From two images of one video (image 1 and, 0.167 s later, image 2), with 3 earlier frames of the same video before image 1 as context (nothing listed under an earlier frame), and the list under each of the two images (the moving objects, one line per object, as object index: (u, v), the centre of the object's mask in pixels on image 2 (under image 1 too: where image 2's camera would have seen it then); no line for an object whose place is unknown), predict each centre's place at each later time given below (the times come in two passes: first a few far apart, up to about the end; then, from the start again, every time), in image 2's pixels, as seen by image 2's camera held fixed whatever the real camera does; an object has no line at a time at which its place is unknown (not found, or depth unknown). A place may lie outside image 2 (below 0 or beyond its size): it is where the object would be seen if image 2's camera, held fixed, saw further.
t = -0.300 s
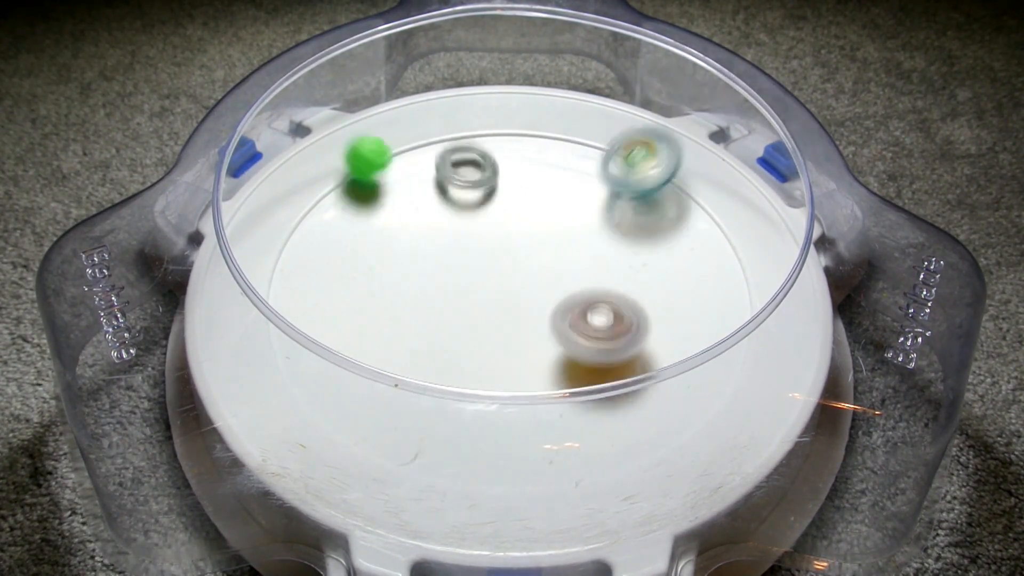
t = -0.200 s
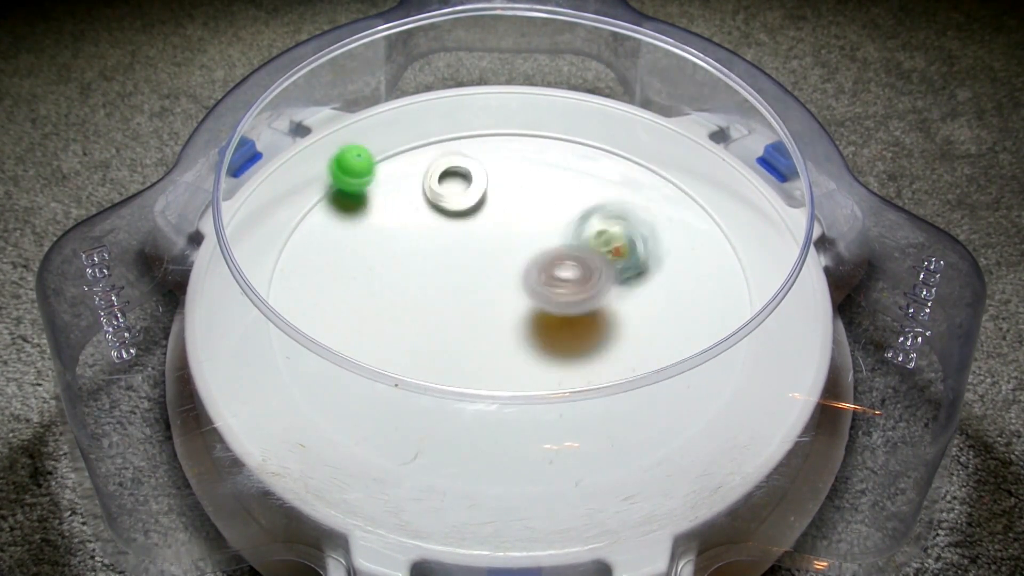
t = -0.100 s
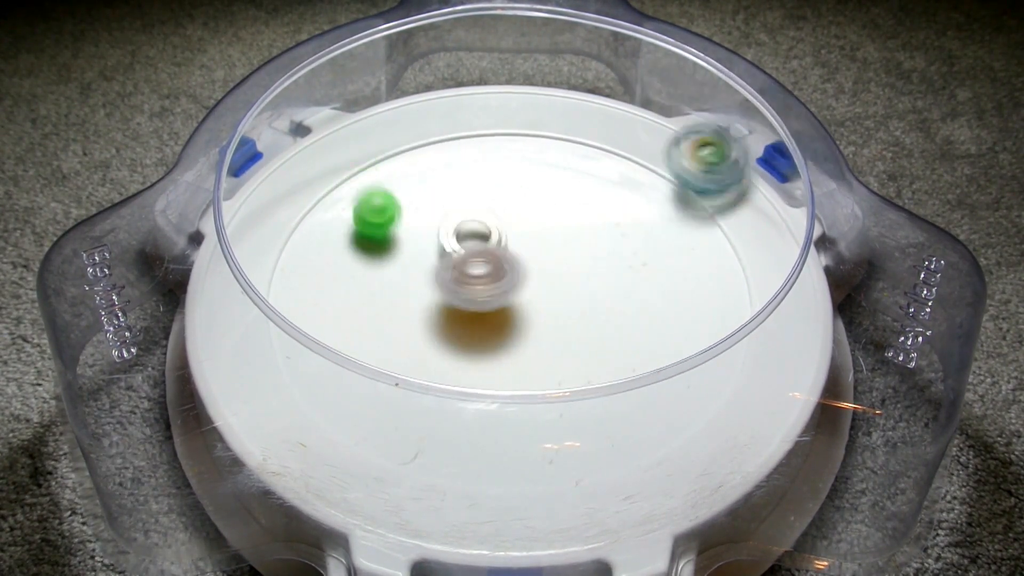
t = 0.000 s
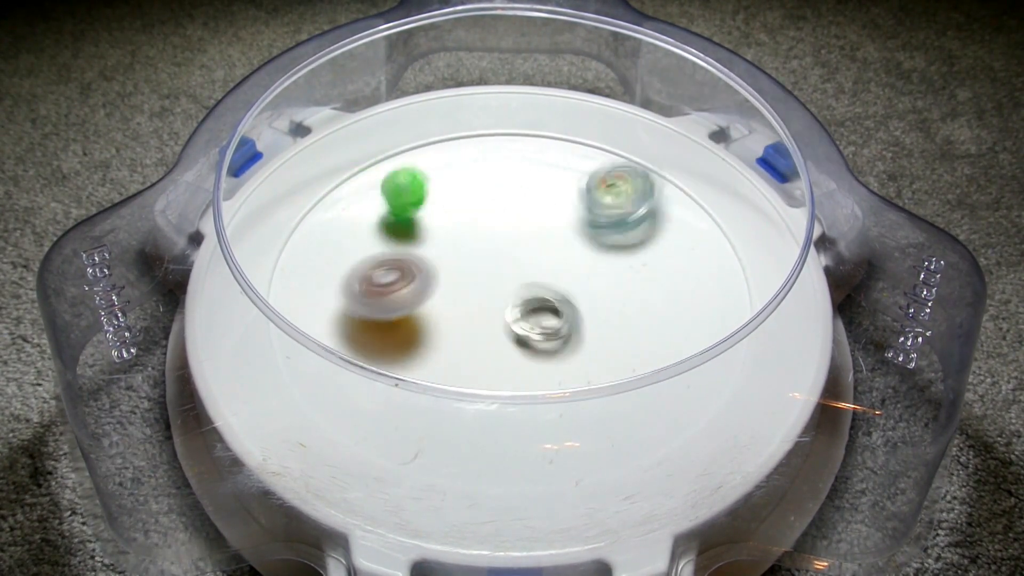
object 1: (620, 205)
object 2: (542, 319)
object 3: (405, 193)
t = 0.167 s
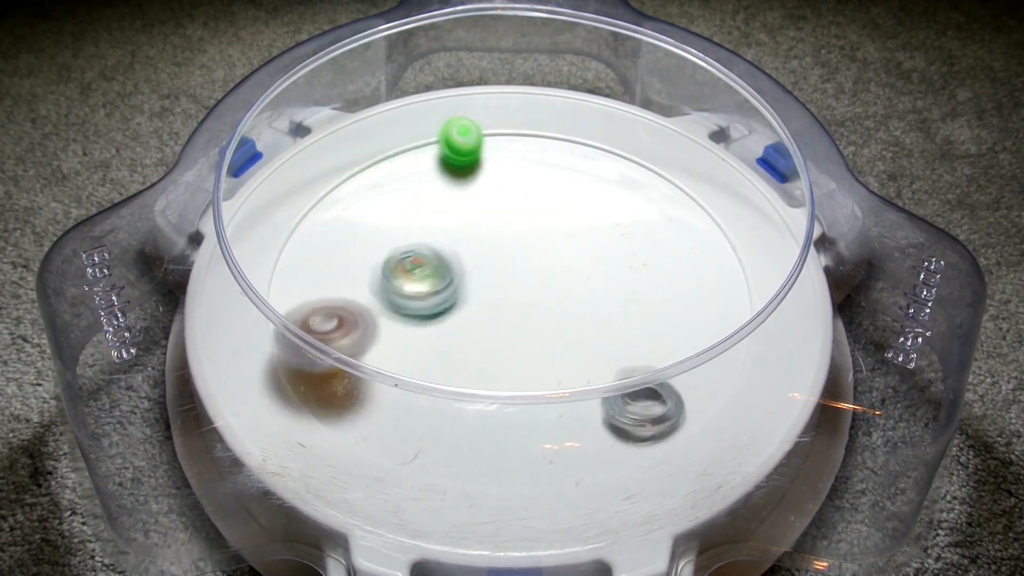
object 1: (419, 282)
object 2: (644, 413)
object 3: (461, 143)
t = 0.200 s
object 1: (384, 292)
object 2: (652, 416)
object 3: (473, 147)
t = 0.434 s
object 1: (418, 339)
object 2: (570, 366)
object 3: (555, 248)
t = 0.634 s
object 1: (420, 287)
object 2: (506, 290)
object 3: (720, 380)
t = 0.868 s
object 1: (404, 256)
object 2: (521, 198)
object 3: (796, 436)
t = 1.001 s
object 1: (404, 251)
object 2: (536, 177)
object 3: (822, 513)
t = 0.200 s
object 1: (384, 292)
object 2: (652, 416)
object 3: (473, 147)
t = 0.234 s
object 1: (353, 298)
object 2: (650, 416)
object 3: (485, 155)
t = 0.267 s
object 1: (325, 307)
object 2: (644, 417)
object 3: (498, 165)
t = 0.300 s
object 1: (325, 312)
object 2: (638, 417)
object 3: (510, 179)
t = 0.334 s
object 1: (342, 321)
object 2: (626, 414)
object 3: (521, 192)
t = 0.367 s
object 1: (366, 331)
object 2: (610, 409)
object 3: (532, 212)
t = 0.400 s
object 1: (390, 336)
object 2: (592, 378)
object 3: (544, 234)
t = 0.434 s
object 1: (418, 339)
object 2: (570, 366)
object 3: (555, 248)
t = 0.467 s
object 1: (449, 341)
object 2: (556, 361)
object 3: (565, 272)
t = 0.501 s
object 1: (455, 332)
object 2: (546, 349)
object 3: (573, 297)
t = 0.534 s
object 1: (443, 324)
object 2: (544, 337)
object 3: (594, 301)
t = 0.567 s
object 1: (437, 314)
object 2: (531, 320)
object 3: (634, 318)
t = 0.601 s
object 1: (433, 305)
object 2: (517, 299)
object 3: (681, 363)
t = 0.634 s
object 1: (420, 287)
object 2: (506, 290)
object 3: (720, 380)
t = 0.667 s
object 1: (411, 273)
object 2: (496, 281)
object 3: (748, 395)
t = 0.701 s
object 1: (407, 263)
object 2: (484, 276)
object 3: (769, 410)
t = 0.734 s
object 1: (407, 258)
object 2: (474, 271)
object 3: (778, 420)
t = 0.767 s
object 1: (408, 258)
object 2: (473, 253)
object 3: (785, 425)
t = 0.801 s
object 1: (408, 258)
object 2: (501, 229)
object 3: (789, 429)
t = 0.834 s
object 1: (407, 257)
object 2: (512, 215)
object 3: (792, 432)
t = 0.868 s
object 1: (404, 256)
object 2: (521, 198)
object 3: (796, 436)
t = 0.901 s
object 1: (403, 254)
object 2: (527, 186)
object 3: (802, 442)
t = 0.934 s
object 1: (402, 252)
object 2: (532, 179)
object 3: (810, 455)
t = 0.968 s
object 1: (403, 251)
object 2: (535, 177)
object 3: (815, 476)
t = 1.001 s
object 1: (404, 251)
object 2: (536, 177)
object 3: (822, 513)
